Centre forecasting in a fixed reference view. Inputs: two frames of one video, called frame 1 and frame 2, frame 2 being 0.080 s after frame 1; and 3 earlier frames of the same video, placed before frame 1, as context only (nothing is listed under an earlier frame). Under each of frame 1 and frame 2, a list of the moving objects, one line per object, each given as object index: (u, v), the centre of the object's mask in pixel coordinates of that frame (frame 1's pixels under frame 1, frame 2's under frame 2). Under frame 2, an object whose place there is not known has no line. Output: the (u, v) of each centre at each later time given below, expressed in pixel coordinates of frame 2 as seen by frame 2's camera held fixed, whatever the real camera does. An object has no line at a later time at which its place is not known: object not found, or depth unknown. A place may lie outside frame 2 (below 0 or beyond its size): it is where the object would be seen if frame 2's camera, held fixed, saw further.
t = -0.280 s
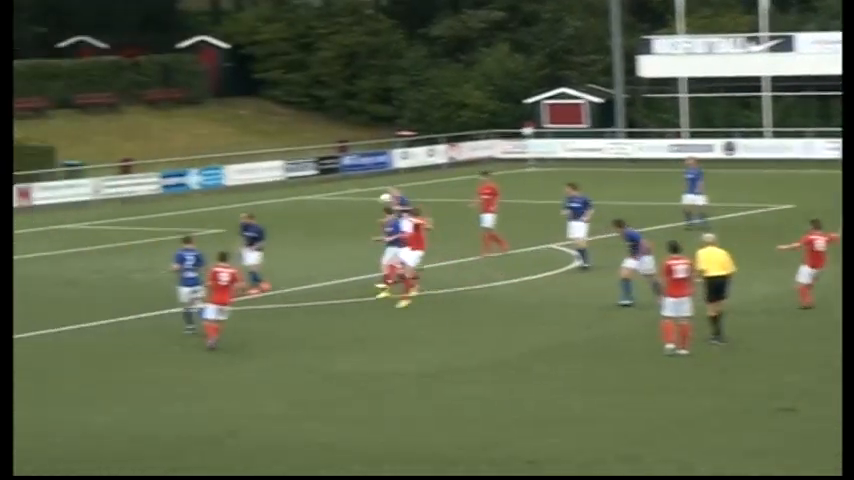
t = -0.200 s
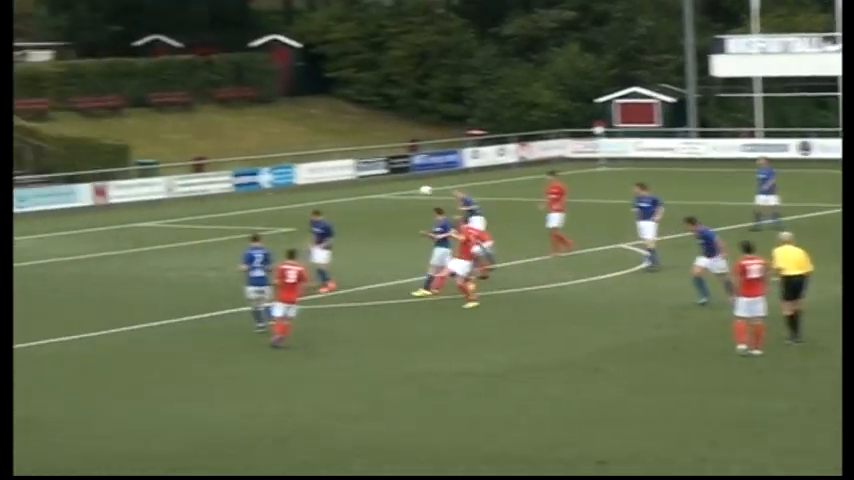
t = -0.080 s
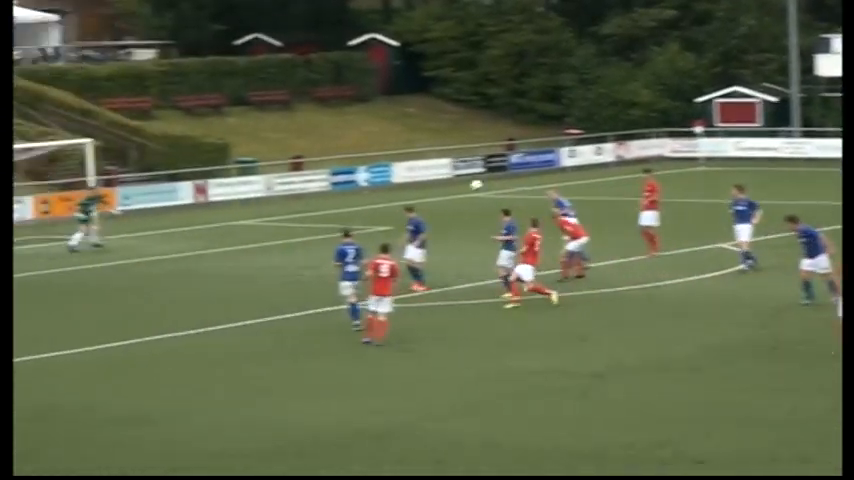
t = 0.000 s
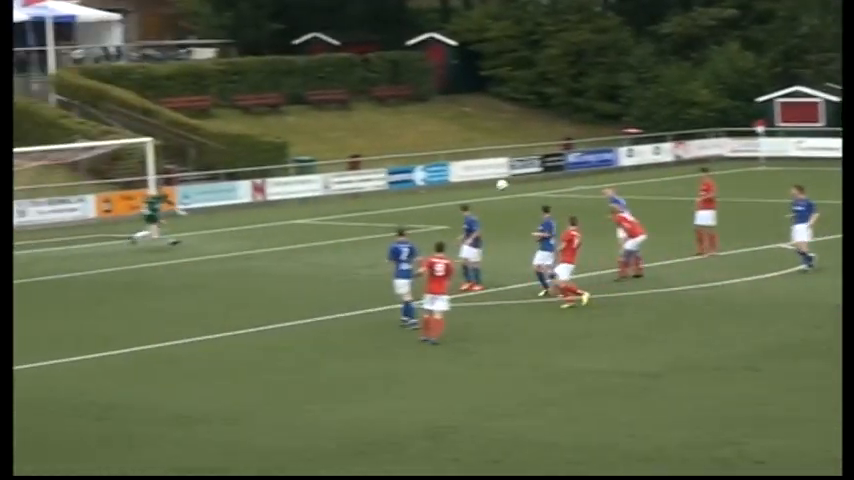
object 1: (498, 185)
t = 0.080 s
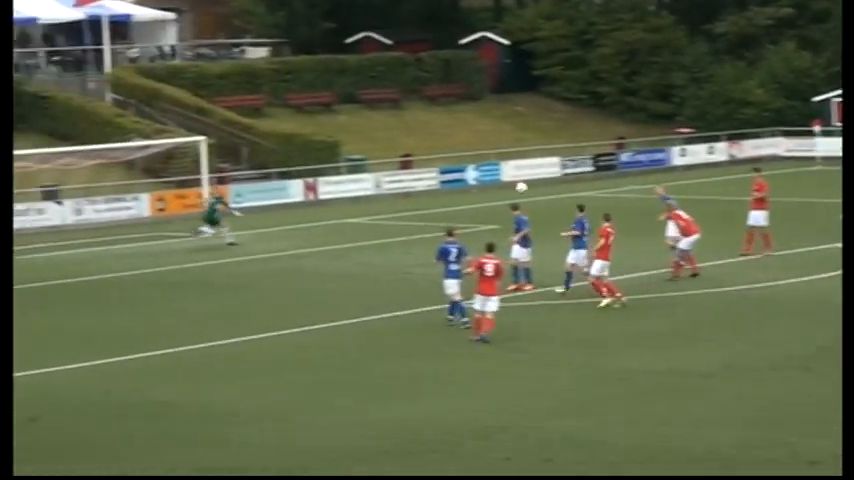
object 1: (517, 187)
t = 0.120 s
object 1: (499, 191)
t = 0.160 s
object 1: (482, 195)
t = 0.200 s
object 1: (469, 199)
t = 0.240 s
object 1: (450, 207)
